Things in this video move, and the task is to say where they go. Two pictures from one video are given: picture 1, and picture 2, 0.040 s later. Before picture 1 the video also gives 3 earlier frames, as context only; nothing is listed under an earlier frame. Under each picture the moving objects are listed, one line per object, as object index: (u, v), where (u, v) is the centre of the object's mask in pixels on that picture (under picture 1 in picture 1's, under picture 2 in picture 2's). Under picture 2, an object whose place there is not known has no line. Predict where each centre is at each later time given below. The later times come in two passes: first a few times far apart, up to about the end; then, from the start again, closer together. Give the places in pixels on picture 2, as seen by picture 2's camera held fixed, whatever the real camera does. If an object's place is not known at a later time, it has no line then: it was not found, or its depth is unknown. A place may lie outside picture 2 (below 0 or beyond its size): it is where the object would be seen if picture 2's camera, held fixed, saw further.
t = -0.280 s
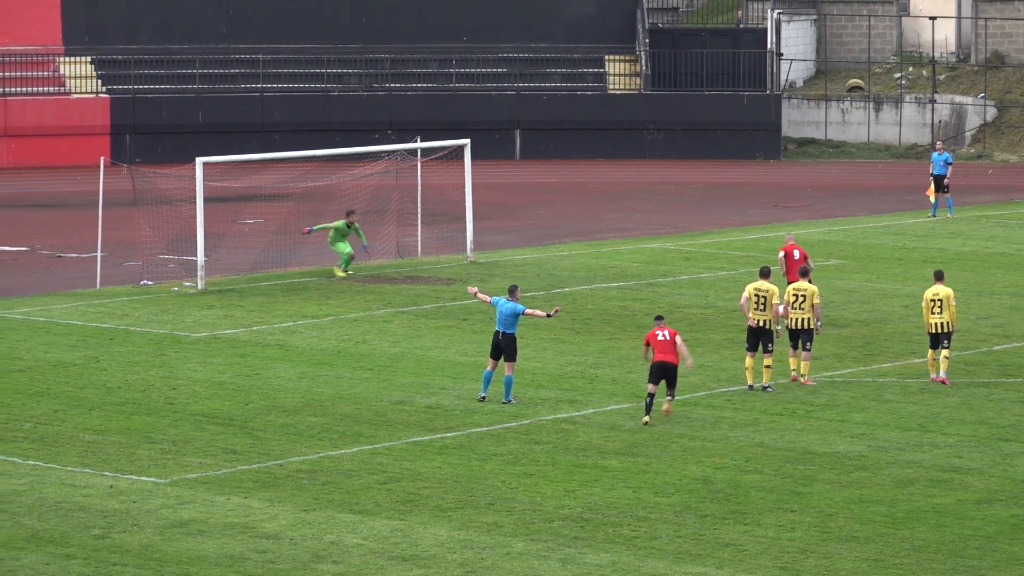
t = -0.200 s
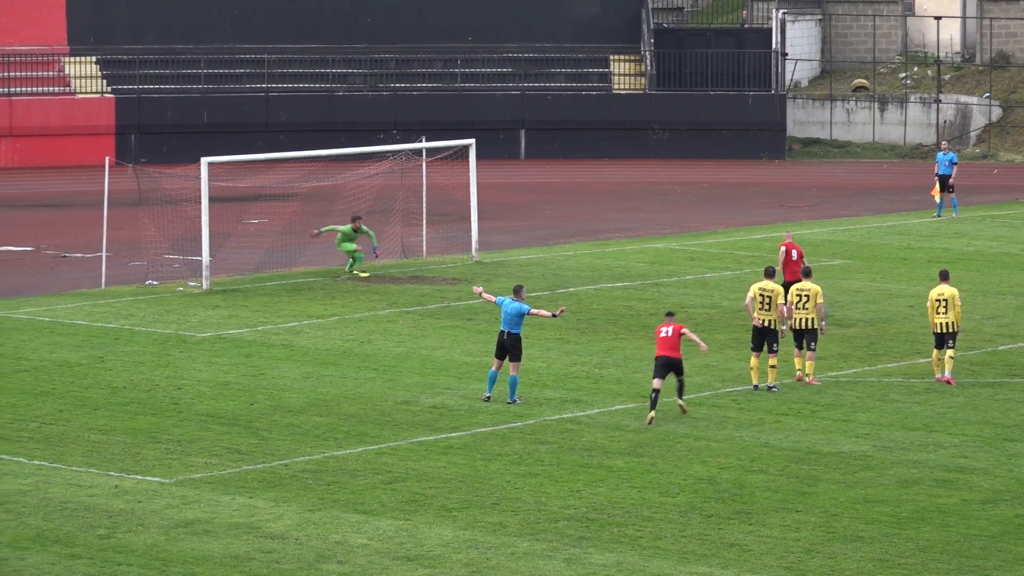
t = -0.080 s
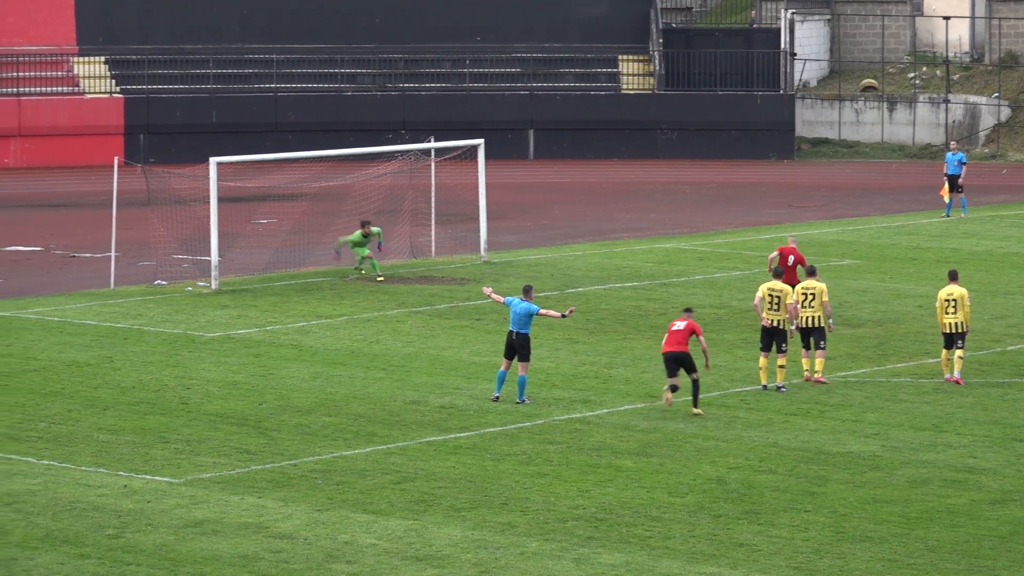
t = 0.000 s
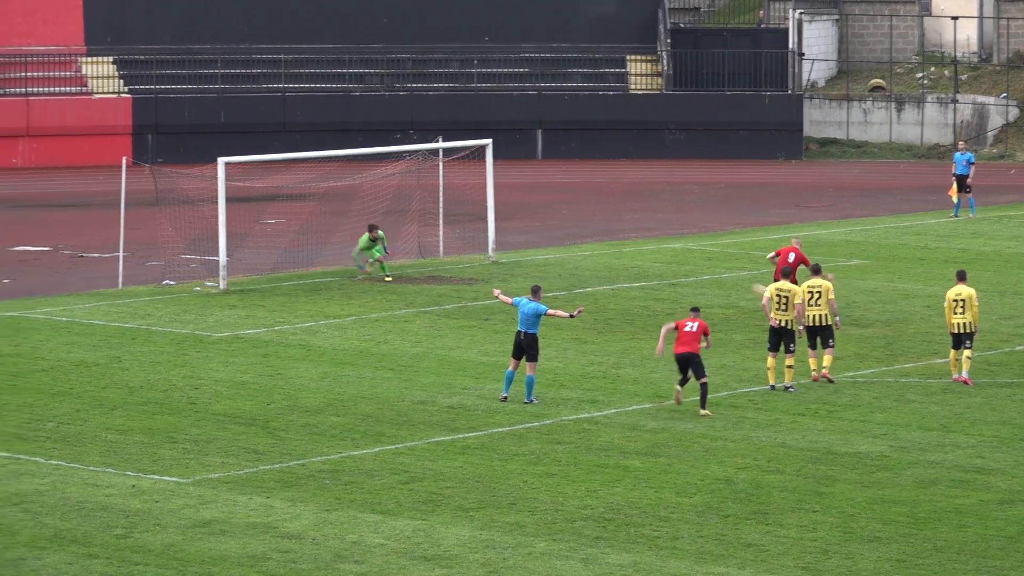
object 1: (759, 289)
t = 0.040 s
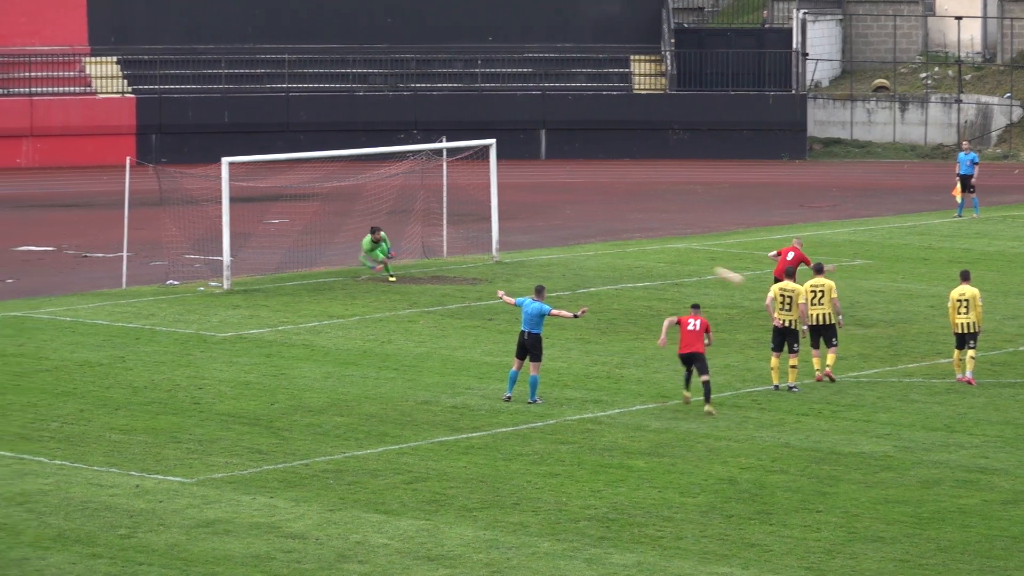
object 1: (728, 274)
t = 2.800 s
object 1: (431, 263)
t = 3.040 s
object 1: (425, 261)
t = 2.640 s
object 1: (435, 264)
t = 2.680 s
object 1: (434, 264)
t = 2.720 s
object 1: (433, 264)
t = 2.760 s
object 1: (432, 263)
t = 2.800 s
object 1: (431, 263)
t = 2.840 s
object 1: (431, 263)
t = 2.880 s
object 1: (430, 263)
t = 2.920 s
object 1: (429, 262)
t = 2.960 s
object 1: (428, 262)
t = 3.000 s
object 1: (426, 261)
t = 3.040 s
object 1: (425, 261)
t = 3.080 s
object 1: (424, 261)
